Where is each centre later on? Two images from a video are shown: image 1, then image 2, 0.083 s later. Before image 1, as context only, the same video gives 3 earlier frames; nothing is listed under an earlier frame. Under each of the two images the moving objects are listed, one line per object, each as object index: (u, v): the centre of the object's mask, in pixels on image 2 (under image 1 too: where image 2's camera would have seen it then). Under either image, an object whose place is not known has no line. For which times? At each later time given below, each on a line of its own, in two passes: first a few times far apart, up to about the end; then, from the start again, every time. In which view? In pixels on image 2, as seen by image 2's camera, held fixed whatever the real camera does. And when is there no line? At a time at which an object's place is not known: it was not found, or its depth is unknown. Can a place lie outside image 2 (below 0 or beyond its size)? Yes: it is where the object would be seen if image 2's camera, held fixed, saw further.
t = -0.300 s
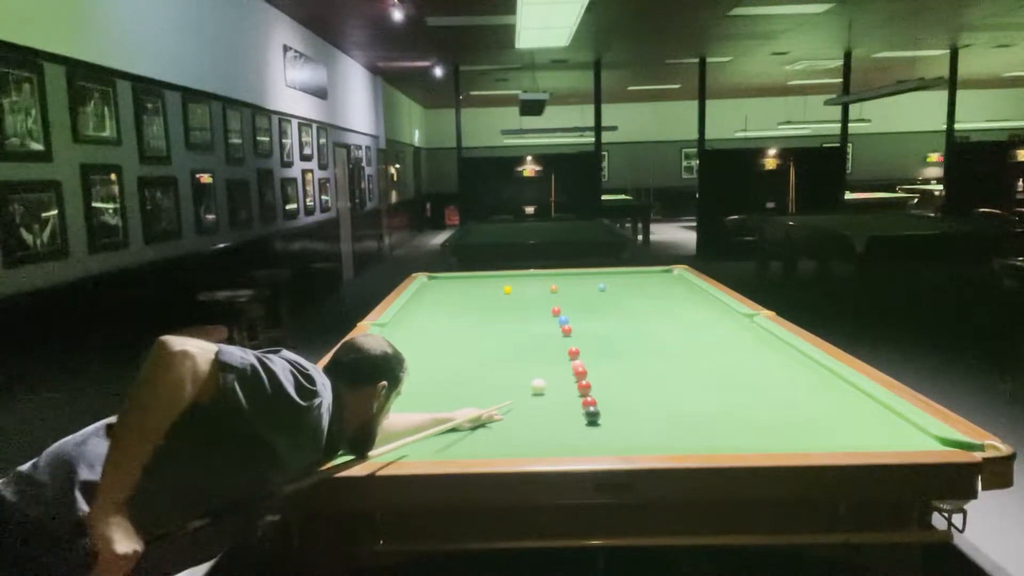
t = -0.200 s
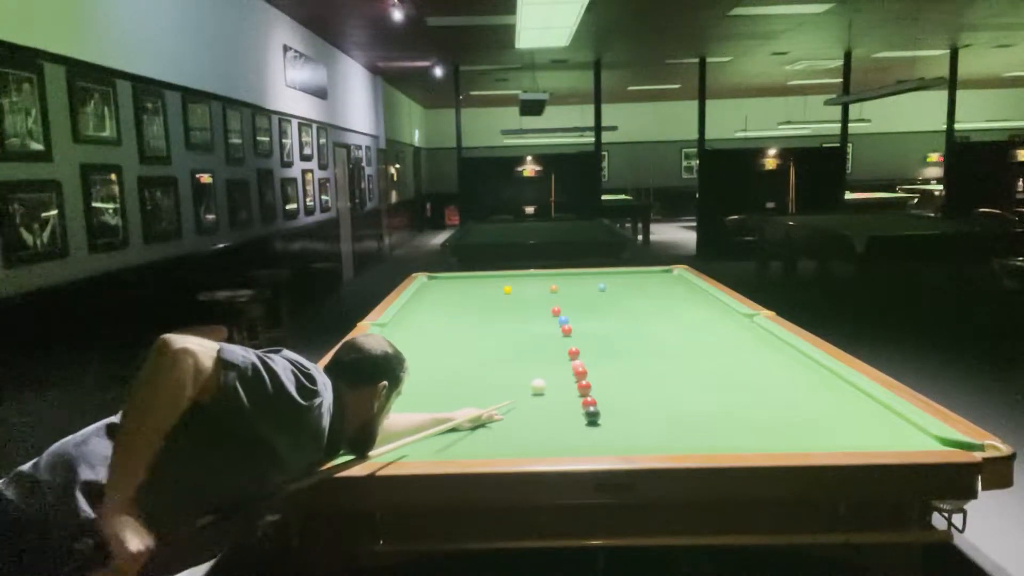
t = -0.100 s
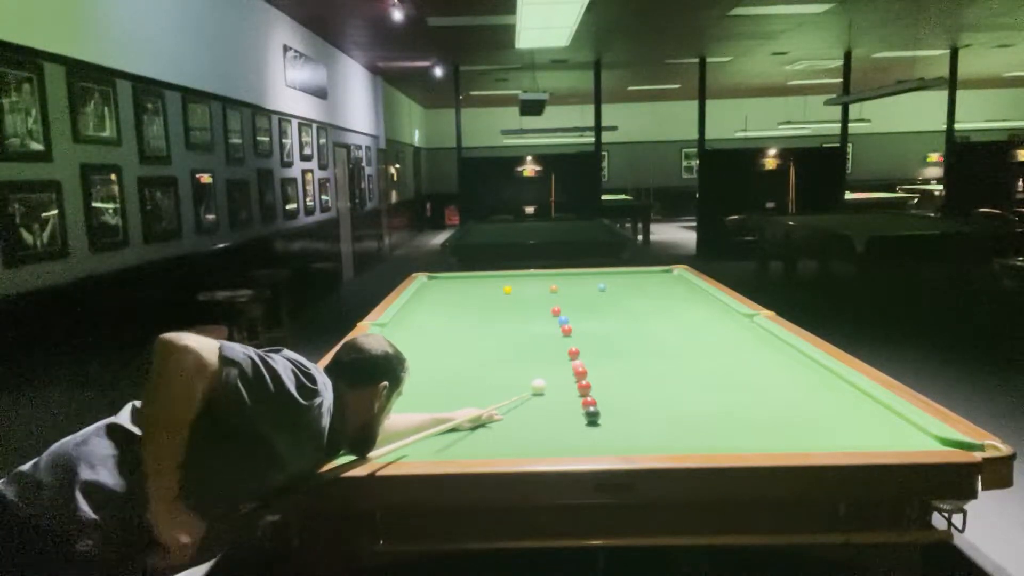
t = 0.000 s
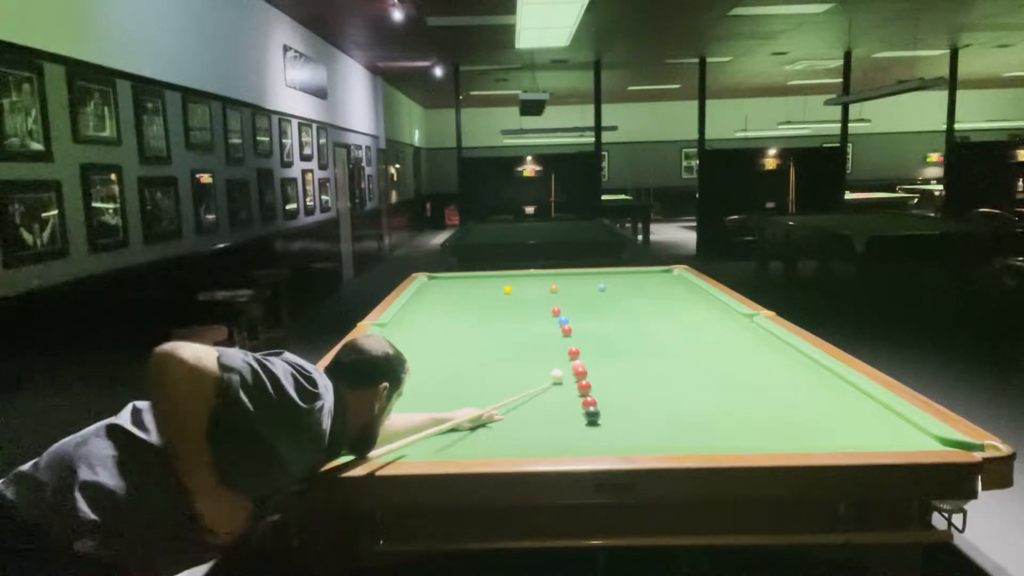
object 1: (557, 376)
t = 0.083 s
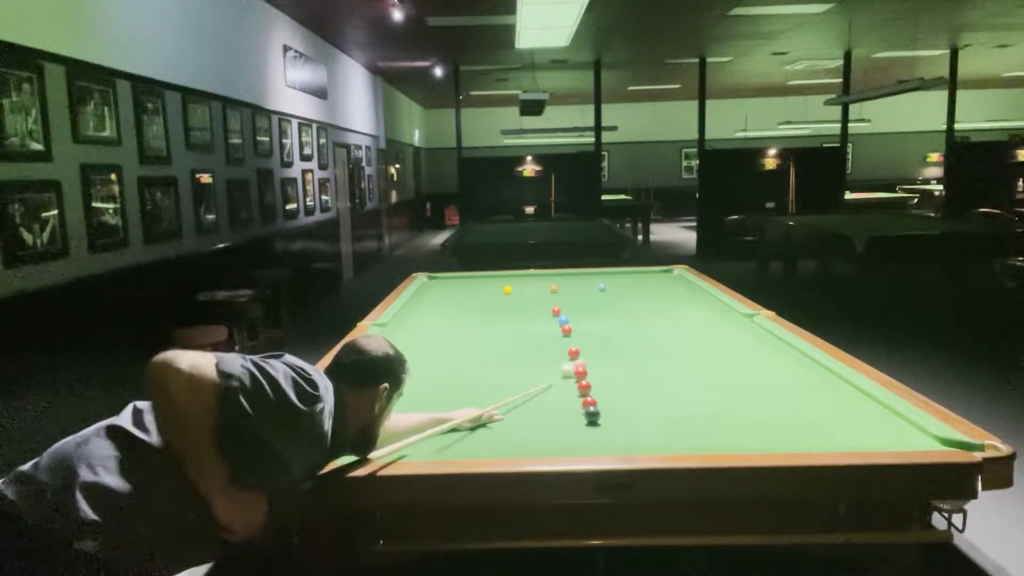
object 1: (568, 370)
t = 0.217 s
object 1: (561, 369)
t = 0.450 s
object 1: (550, 368)
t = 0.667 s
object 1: (542, 366)
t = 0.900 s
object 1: (534, 366)
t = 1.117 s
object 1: (528, 365)
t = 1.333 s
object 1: (522, 364)
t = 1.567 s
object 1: (518, 363)
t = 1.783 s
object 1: (514, 363)
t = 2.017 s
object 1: (512, 362)
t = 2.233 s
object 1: (510, 362)
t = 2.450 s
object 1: (510, 362)
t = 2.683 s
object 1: (509, 362)
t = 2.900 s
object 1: (508, 362)
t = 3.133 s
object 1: (508, 362)
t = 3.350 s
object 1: (508, 362)
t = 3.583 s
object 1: (509, 362)
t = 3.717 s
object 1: (509, 363)
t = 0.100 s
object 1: (566, 370)
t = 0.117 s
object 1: (566, 370)
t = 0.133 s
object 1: (565, 369)
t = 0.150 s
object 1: (565, 369)
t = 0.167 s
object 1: (565, 369)
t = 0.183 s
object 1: (564, 369)
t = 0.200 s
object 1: (564, 369)
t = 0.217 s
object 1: (561, 369)
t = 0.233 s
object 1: (561, 369)
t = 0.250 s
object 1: (560, 368)
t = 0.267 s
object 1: (559, 369)
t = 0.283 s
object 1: (559, 369)
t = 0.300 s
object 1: (556, 368)
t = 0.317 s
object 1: (556, 368)
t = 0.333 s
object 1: (555, 368)
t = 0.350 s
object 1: (555, 368)
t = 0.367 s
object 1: (554, 368)
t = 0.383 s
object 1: (554, 368)
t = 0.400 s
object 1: (553, 368)
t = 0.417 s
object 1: (552, 368)
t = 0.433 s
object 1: (551, 368)
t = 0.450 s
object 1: (550, 368)
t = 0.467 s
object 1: (549, 367)
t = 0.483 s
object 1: (549, 367)
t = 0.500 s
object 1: (548, 367)
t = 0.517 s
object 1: (548, 367)
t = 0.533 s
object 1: (547, 367)
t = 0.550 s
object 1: (546, 367)
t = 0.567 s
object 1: (546, 367)
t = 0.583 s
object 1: (545, 367)
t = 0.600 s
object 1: (544, 367)
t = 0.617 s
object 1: (544, 367)
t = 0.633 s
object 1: (544, 367)
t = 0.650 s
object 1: (543, 366)
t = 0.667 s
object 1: (542, 366)
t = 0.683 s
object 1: (541, 366)
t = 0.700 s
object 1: (540, 366)
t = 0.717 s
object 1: (539, 366)
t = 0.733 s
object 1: (539, 366)
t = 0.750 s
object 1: (539, 366)
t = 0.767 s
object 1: (538, 366)
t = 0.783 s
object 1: (538, 366)
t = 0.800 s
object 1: (537, 366)
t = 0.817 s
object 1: (537, 366)
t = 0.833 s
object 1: (536, 366)
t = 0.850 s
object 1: (535, 366)
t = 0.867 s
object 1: (535, 366)
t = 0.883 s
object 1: (534, 366)
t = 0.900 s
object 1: (534, 366)
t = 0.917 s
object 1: (533, 365)
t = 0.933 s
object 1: (533, 365)
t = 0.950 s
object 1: (533, 365)
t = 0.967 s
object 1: (532, 365)
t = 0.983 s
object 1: (532, 365)
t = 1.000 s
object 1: (531, 365)
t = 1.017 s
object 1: (530, 365)
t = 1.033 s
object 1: (530, 365)
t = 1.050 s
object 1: (529, 365)
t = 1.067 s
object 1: (529, 365)
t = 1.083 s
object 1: (528, 365)
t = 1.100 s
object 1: (528, 365)
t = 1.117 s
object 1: (528, 365)
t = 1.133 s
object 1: (527, 365)
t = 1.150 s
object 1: (527, 365)
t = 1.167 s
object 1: (526, 364)
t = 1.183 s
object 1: (526, 364)
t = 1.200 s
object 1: (525, 364)
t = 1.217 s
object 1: (525, 364)
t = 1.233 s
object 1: (525, 364)
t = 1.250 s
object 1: (524, 364)
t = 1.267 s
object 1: (524, 364)
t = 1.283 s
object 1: (524, 364)
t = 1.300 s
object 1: (523, 364)
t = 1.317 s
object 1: (523, 364)
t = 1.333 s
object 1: (522, 364)
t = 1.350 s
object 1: (522, 364)
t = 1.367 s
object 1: (522, 364)
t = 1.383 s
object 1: (521, 364)
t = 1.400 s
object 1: (521, 364)
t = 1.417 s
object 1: (521, 364)
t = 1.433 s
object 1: (520, 363)
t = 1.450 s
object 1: (519, 363)
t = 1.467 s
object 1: (519, 363)
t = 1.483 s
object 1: (519, 363)
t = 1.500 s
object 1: (519, 363)
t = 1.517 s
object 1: (519, 363)
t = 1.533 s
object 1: (518, 363)
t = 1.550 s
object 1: (518, 363)
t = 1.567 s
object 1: (518, 363)
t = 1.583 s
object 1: (517, 363)
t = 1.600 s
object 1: (517, 363)
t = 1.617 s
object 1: (517, 363)
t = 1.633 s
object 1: (517, 363)
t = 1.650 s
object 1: (516, 363)
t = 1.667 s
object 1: (516, 363)
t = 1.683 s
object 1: (516, 363)
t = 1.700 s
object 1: (516, 363)
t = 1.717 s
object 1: (516, 363)
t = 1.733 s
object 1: (515, 363)
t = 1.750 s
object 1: (515, 363)
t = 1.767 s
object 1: (515, 363)
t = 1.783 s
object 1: (514, 363)
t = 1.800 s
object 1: (514, 363)
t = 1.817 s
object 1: (514, 363)
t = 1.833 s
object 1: (514, 362)
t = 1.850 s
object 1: (514, 362)
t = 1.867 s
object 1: (514, 362)
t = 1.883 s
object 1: (514, 362)
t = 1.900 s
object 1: (513, 362)
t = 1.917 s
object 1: (513, 362)
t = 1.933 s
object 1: (513, 362)
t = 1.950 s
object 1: (513, 362)
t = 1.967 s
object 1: (512, 362)
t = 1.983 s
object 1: (512, 362)
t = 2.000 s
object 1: (512, 362)
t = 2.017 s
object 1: (512, 362)
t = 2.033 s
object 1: (512, 362)
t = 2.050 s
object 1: (511, 362)
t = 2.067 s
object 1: (511, 362)
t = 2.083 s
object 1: (511, 362)
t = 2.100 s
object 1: (511, 362)
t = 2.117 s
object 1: (511, 362)
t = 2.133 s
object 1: (511, 362)
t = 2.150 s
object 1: (511, 362)
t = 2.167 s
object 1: (510, 362)
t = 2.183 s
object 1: (510, 362)
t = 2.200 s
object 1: (510, 362)
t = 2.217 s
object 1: (510, 362)
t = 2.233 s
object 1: (510, 362)
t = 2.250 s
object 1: (510, 362)
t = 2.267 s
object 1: (510, 362)
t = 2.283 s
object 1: (510, 362)
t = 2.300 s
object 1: (510, 362)
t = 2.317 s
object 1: (510, 362)
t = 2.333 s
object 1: (510, 362)
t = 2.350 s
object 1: (510, 362)
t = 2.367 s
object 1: (510, 362)
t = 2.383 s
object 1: (510, 362)
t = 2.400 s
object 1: (510, 362)
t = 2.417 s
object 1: (510, 362)
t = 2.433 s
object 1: (510, 362)
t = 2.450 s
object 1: (510, 362)
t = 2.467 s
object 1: (510, 362)
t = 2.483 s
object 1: (509, 362)
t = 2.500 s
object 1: (509, 362)
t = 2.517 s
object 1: (509, 361)
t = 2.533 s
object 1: (509, 362)
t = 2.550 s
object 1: (509, 362)
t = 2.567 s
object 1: (509, 363)
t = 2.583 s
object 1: (509, 362)
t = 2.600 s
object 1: (509, 362)
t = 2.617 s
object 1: (509, 362)
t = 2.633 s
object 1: (509, 362)
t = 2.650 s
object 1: (509, 362)
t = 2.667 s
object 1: (509, 362)
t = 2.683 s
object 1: (509, 362)
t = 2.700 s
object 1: (509, 362)
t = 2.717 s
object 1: (509, 362)
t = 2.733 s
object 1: (509, 362)
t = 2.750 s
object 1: (509, 362)
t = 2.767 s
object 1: (509, 362)
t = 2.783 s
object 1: (509, 362)
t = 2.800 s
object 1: (509, 362)
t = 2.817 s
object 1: (508, 362)
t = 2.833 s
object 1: (508, 362)
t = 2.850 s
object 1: (509, 362)
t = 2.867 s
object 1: (509, 362)
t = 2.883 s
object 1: (508, 362)
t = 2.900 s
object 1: (508, 362)
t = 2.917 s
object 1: (508, 362)
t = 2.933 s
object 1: (508, 362)
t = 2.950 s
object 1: (508, 362)
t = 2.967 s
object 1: (509, 362)
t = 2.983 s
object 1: (508, 362)
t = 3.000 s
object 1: (508, 362)
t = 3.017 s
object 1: (509, 362)
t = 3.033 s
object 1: (509, 362)
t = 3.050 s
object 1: (508, 362)
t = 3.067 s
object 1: (508, 362)
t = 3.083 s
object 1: (508, 362)
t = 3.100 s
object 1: (508, 362)
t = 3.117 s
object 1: (508, 362)
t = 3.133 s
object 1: (508, 362)
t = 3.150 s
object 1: (508, 362)
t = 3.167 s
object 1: (508, 362)
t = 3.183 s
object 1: (509, 362)
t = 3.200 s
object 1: (508, 362)
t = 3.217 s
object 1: (508, 362)
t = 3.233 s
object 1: (509, 362)
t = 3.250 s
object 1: (509, 362)
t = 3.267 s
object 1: (509, 362)
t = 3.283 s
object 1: (508, 362)
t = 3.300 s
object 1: (509, 362)
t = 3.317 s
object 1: (509, 362)
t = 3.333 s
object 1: (509, 362)
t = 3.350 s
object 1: (508, 362)
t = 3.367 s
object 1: (508, 362)
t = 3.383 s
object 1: (509, 362)
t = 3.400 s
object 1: (509, 362)
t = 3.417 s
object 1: (509, 362)
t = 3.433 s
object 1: (509, 362)
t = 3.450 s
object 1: (509, 362)
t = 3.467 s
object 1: (509, 362)
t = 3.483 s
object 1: (509, 363)
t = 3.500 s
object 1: (509, 362)
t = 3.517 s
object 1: (509, 363)
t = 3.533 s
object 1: (509, 363)
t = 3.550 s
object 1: (509, 362)
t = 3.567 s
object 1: (509, 362)
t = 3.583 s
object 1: (509, 362)
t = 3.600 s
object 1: (509, 362)
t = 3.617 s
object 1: (509, 362)
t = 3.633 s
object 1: (509, 362)
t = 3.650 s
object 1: (509, 362)
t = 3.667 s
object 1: (509, 362)
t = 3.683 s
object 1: (509, 363)
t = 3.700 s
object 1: (509, 362)
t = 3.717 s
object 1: (509, 363)
